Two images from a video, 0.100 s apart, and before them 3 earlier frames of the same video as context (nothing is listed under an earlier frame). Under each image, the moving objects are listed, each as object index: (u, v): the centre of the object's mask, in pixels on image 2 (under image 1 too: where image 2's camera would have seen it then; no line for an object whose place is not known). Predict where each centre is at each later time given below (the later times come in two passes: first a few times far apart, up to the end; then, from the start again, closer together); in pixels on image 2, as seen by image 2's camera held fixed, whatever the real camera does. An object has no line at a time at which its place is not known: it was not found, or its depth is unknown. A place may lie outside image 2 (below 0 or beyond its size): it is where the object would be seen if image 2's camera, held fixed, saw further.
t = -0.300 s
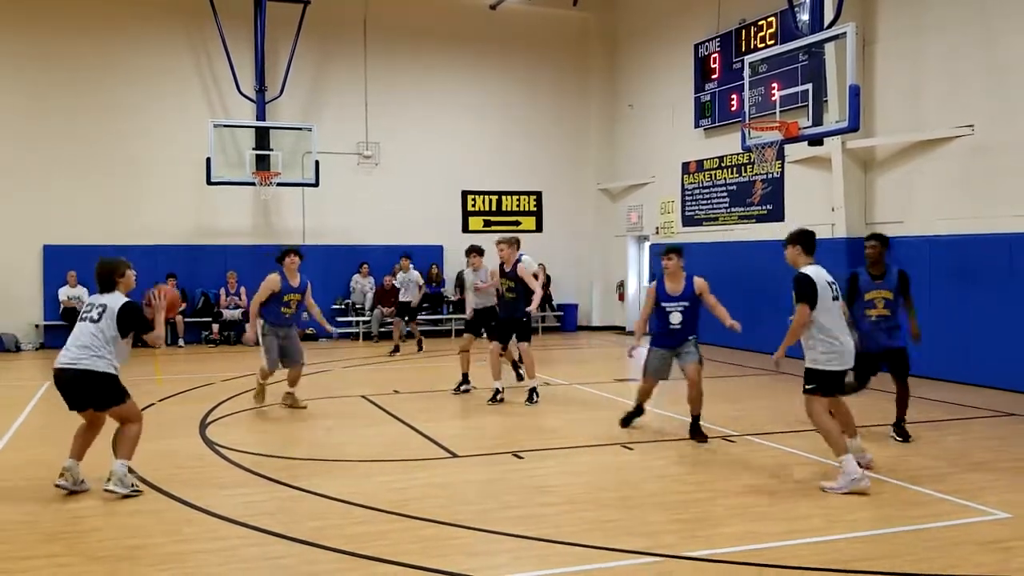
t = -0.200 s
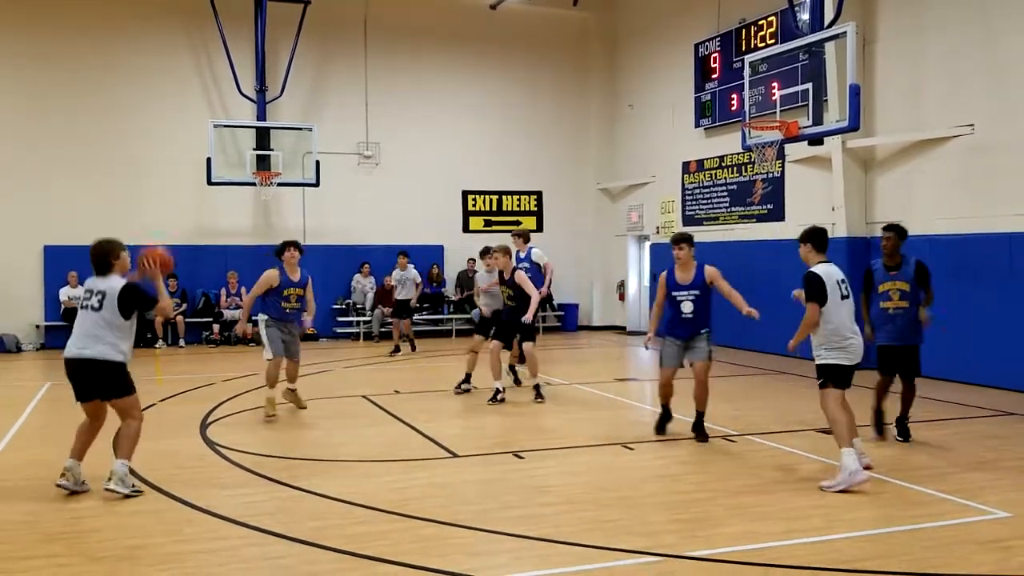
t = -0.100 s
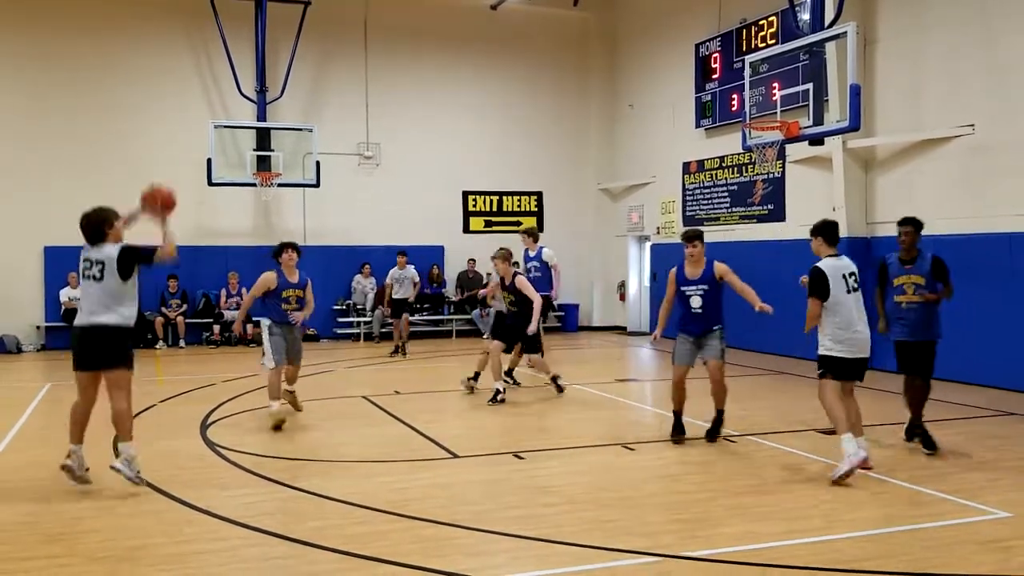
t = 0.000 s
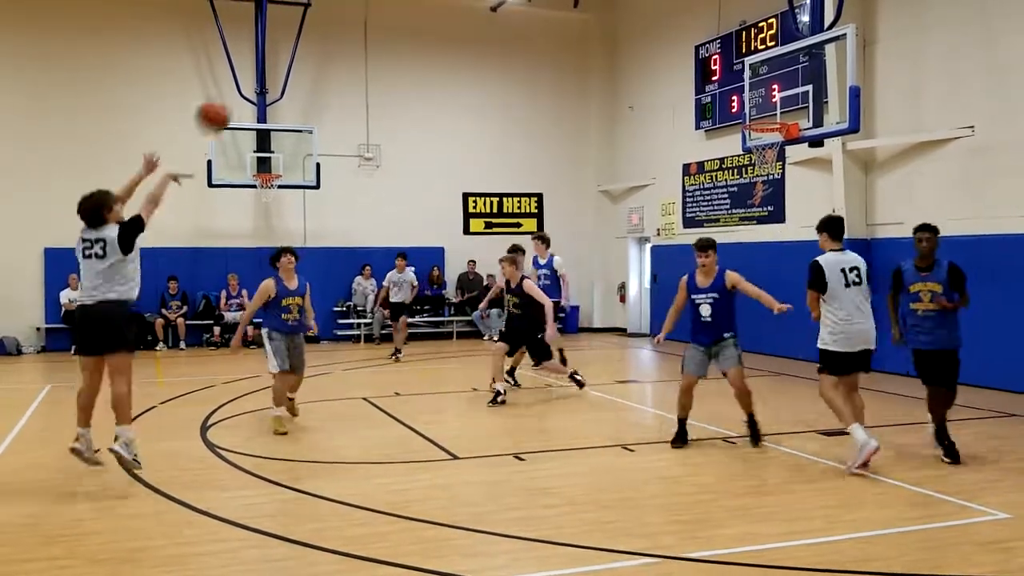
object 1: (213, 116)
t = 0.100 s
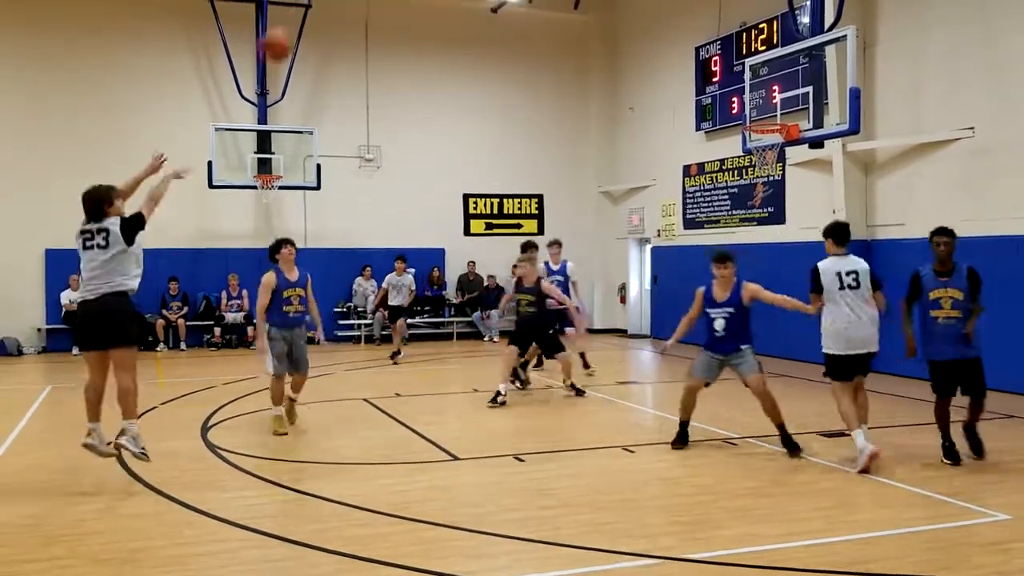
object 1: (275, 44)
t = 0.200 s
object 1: (333, 2)
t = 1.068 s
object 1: (698, 23)
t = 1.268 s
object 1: (751, 115)
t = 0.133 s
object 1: (295, 25)
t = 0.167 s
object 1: (314, 9)
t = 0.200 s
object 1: (333, 2)
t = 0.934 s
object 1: (656, -22)
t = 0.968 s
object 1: (666, -17)
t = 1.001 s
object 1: (676, -3)
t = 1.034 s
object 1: (685, 10)
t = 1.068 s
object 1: (698, 23)
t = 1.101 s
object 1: (708, 39)
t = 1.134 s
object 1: (719, 54)
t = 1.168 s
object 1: (729, 71)
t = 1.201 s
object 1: (737, 86)
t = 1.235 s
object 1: (748, 105)
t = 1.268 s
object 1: (751, 115)
